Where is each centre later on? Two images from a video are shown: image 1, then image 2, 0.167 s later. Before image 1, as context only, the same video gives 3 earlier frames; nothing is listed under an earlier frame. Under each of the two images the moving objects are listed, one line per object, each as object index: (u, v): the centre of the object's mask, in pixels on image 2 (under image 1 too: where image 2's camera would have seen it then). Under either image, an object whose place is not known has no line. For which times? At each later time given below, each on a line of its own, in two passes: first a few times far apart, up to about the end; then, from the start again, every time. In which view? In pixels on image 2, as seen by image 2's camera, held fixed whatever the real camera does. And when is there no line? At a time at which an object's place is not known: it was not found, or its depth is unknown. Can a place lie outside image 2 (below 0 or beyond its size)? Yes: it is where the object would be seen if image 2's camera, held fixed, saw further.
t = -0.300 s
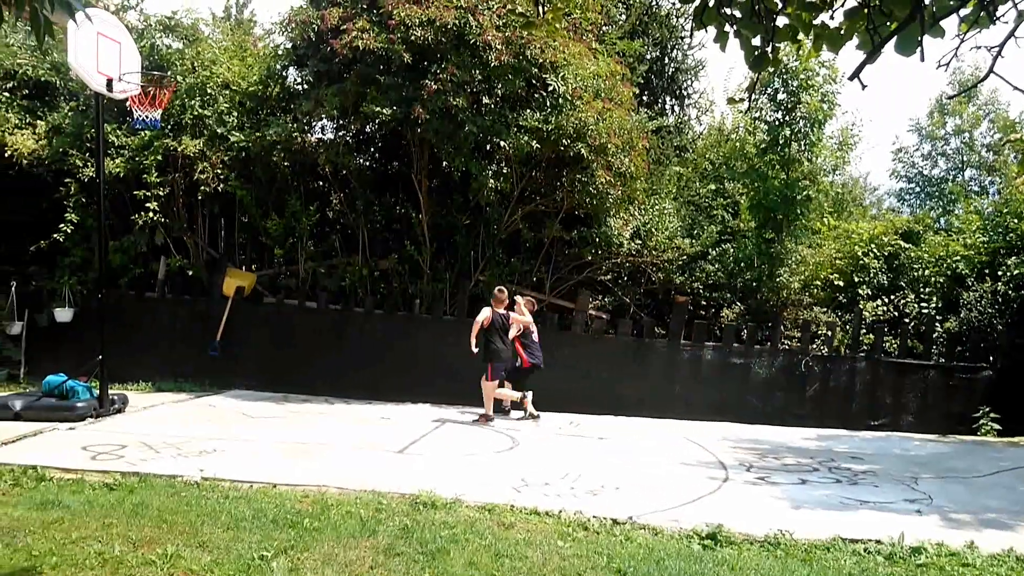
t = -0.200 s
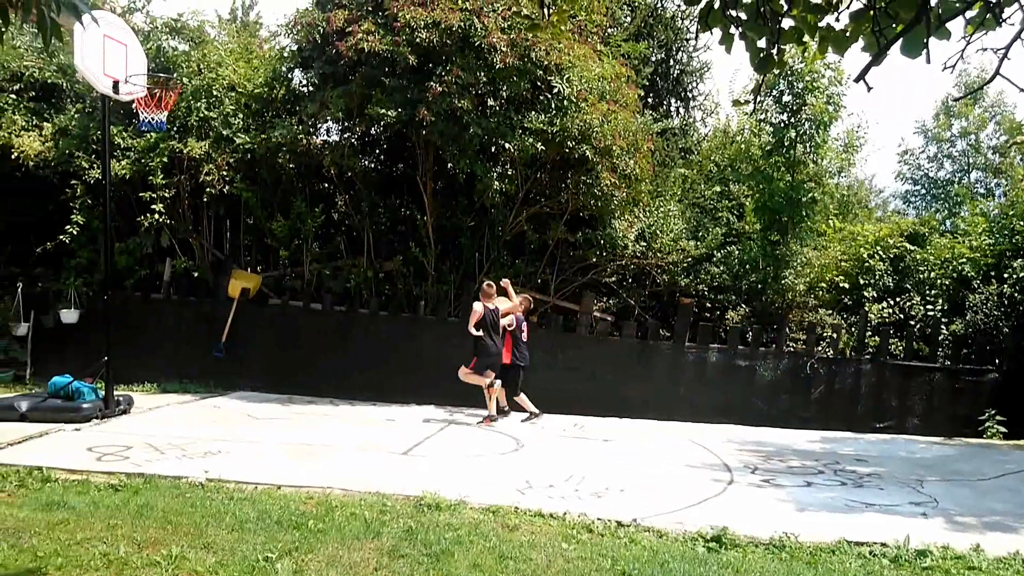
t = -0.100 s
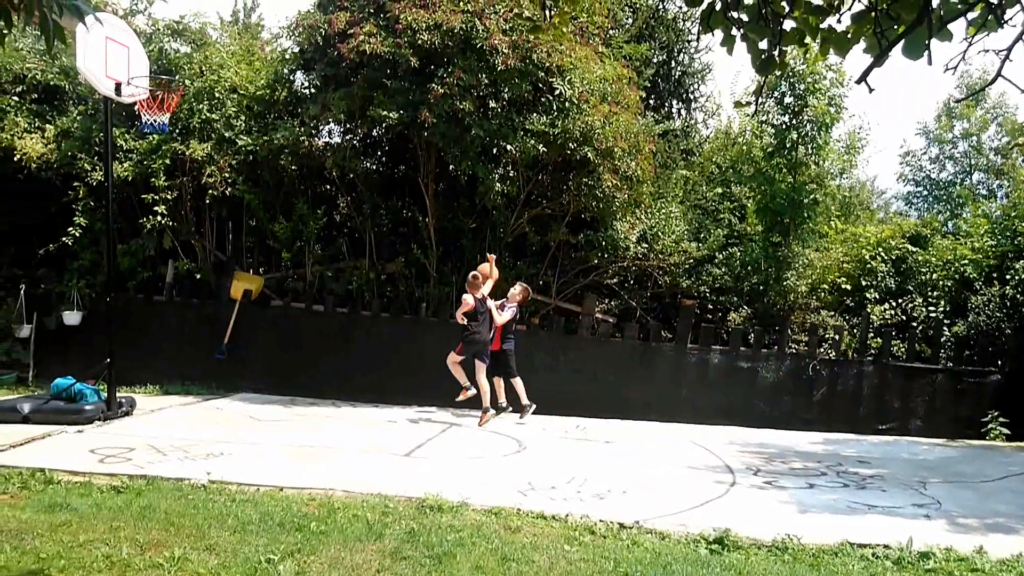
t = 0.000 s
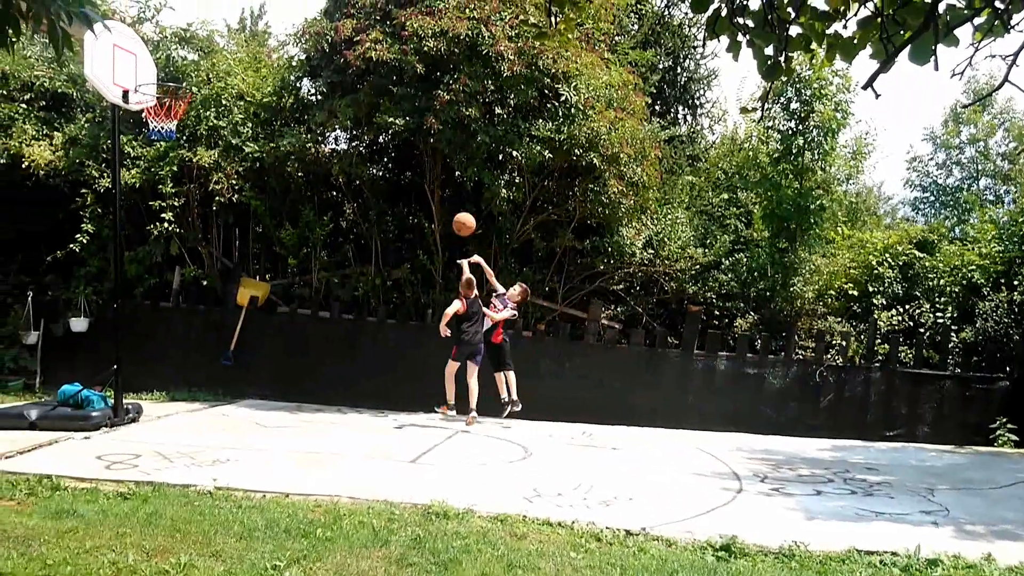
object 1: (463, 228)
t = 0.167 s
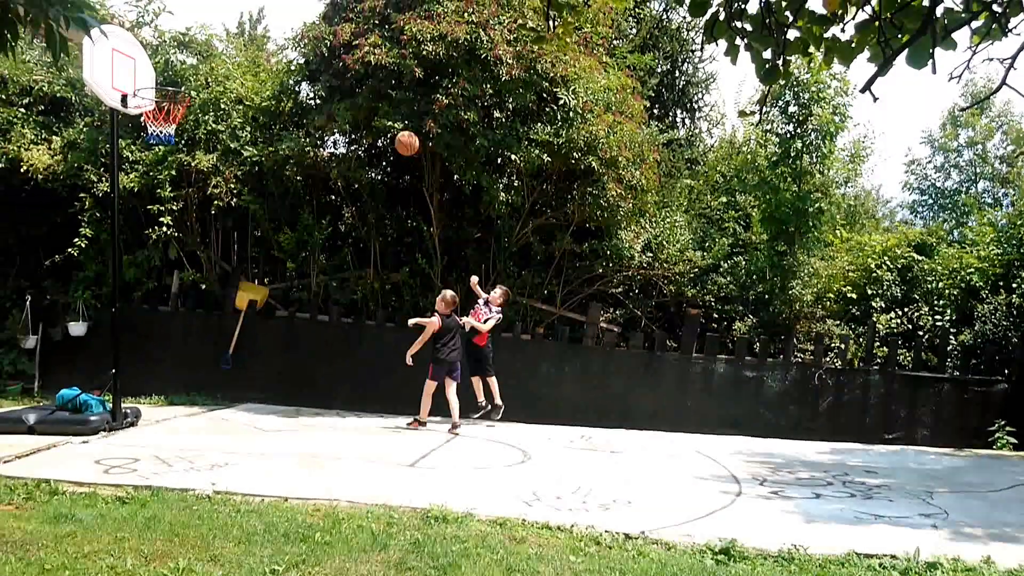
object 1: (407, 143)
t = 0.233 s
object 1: (384, 116)
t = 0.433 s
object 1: (312, 57)
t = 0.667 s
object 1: (220, 37)
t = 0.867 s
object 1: (137, 67)
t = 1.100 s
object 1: (122, 142)
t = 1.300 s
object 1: (127, 259)
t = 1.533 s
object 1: (138, 418)
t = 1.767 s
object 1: (194, 282)
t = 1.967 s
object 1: (242, 218)
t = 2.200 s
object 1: (300, 208)
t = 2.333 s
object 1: (333, 235)
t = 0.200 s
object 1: (395, 129)
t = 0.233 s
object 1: (384, 116)
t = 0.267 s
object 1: (372, 104)
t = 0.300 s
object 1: (360, 93)
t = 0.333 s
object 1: (348, 82)
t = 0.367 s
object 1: (336, 73)
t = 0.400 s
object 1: (324, 64)
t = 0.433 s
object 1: (312, 57)
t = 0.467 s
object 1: (299, 51)
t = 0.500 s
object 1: (286, 46)
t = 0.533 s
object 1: (272, 42)
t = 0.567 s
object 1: (260, 38)
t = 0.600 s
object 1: (248, 37)
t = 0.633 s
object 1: (234, 36)
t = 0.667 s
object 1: (220, 37)
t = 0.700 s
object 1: (206, 39)
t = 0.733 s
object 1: (194, 42)
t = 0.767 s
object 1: (180, 47)
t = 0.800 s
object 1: (165, 52)
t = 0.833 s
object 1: (152, 59)
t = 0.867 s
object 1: (137, 67)
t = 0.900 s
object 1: (122, 78)
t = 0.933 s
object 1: (117, 85)
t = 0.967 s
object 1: (118, 94)
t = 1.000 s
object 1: (119, 104)
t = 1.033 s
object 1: (120, 115)
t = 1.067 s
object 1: (121, 127)
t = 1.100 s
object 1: (122, 142)
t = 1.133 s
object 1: (123, 158)
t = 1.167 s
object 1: (124, 175)
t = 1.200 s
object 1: (125, 194)
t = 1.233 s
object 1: (125, 214)
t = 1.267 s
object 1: (126, 235)
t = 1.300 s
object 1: (127, 259)
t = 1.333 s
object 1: (128, 284)
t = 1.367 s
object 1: (129, 311)
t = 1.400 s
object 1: (130, 340)
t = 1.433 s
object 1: (130, 370)
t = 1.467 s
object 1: (131, 402)
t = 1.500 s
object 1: (131, 436)
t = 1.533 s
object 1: (138, 418)
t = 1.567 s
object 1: (147, 394)
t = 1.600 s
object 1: (154, 373)
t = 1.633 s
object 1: (162, 352)
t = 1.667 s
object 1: (170, 332)
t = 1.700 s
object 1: (178, 314)
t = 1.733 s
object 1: (187, 297)
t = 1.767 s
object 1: (194, 282)
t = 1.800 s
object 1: (203, 268)
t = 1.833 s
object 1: (210, 255)
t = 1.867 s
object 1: (219, 244)
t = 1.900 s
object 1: (226, 234)
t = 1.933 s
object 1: (235, 226)
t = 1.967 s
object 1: (242, 218)
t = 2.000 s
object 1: (250, 213)
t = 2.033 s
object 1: (258, 208)
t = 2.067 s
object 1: (266, 205)
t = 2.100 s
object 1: (275, 204)
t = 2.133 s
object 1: (283, 204)
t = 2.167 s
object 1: (291, 205)
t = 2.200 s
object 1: (300, 208)
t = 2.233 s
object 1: (308, 212)
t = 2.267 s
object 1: (317, 218)
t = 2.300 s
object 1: (325, 226)
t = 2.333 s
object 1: (333, 235)
